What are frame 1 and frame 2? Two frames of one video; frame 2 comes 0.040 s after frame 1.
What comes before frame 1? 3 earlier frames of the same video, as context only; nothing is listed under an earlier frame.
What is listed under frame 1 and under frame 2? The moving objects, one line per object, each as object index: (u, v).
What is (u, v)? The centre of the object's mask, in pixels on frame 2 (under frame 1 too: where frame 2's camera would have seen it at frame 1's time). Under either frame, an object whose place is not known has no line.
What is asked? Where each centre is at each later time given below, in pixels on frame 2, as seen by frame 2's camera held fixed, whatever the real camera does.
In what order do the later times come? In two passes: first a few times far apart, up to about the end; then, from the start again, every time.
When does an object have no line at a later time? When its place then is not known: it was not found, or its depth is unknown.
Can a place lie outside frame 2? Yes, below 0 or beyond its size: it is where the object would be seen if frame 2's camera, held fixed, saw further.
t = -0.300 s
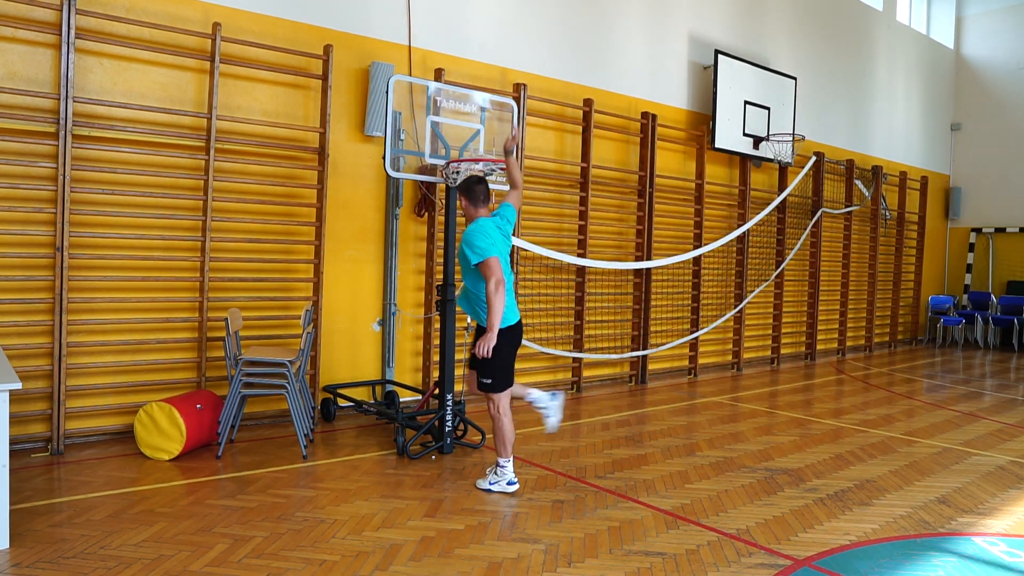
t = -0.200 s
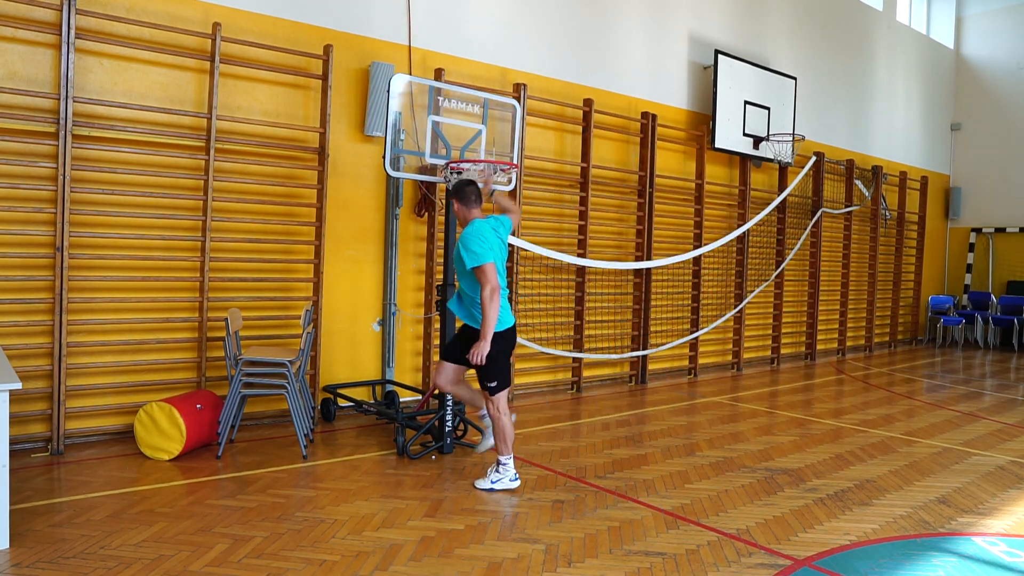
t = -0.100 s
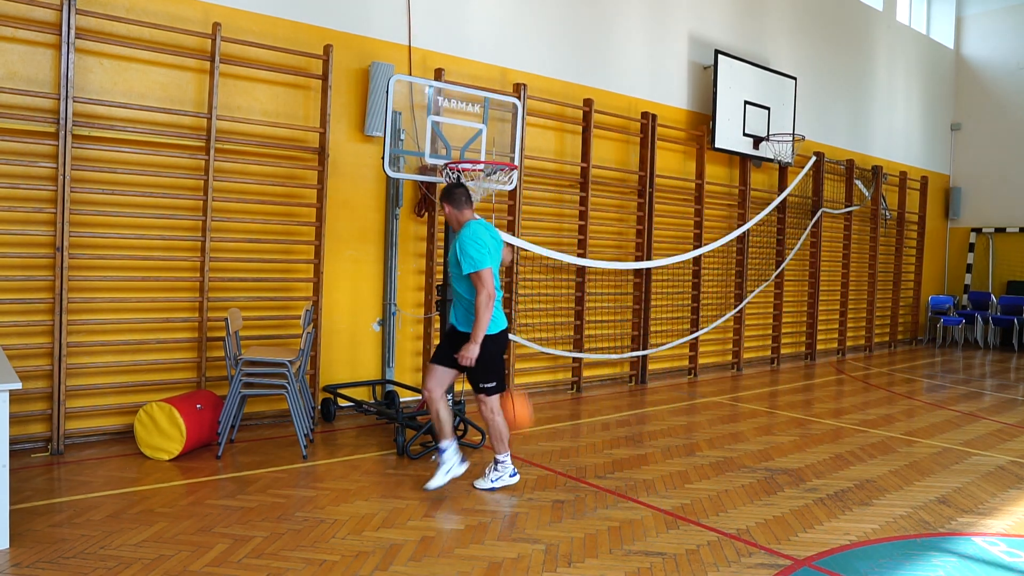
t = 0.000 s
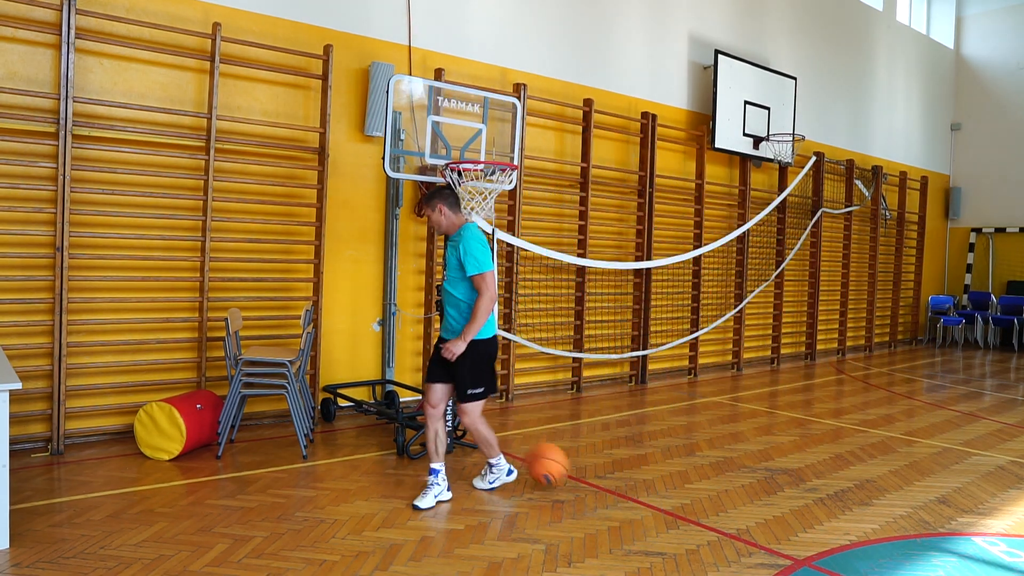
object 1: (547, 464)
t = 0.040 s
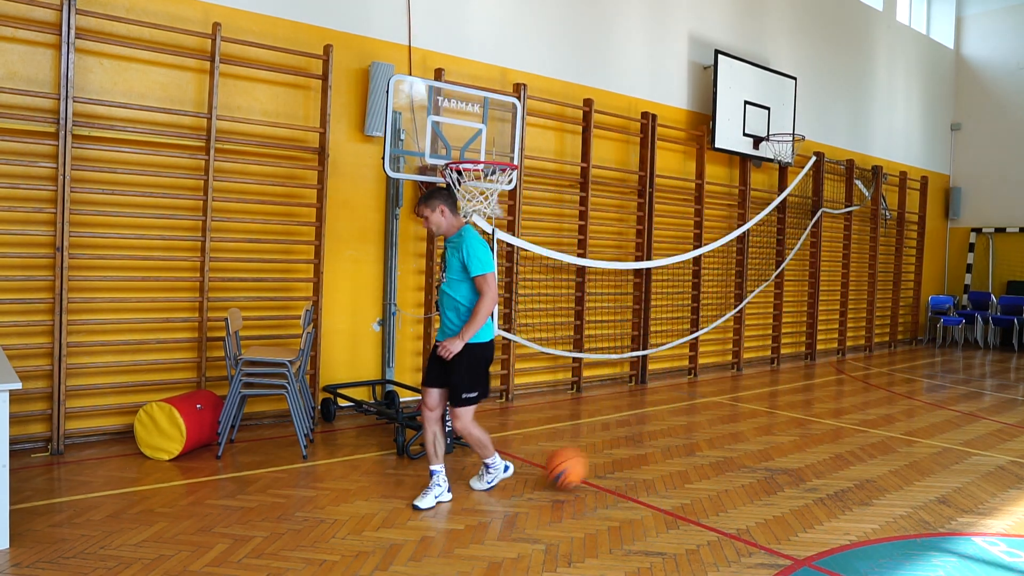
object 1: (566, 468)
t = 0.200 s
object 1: (644, 445)
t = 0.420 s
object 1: (745, 462)
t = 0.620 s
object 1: (831, 455)
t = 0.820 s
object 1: (913, 454)
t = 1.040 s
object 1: (999, 456)
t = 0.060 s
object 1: (576, 462)
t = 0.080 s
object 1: (586, 458)
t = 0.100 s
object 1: (596, 454)
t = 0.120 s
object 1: (606, 451)
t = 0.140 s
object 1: (616, 449)
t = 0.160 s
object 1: (626, 447)
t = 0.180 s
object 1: (635, 446)
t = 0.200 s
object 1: (644, 445)
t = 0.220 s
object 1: (654, 445)
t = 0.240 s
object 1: (663, 445)
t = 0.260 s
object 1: (672, 447)
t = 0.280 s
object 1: (681, 449)
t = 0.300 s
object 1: (690, 451)
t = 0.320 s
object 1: (699, 455)
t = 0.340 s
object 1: (708, 459)
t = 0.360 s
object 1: (717, 463)
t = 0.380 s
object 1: (726, 469)
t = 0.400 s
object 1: (735, 467)
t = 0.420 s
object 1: (745, 462)
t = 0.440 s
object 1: (753, 459)
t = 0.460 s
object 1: (763, 455)
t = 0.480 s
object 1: (771, 454)
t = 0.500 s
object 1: (780, 452)
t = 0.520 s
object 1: (788, 450)
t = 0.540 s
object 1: (797, 450)
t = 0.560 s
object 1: (806, 450)
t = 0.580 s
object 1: (814, 451)
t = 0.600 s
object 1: (822, 452)
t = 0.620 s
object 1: (831, 455)
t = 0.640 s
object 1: (839, 457)
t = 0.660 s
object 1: (847, 461)
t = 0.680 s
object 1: (855, 464)
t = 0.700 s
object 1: (863, 467)
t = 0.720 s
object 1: (872, 464)
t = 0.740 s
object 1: (880, 460)
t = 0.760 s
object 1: (889, 458)
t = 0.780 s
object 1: (897, 456)
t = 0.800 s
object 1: (905, 455)
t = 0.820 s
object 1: (913, 454)
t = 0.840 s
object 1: (921, 454)
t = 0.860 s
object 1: (929, 455)
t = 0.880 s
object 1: (936, 456)
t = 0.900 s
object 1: (944, 458)
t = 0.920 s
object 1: (952, 461)
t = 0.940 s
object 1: (959, 464)
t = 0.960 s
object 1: (967, 466)
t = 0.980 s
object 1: (975, 463)
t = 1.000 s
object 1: (983, 460)
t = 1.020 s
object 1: (991, 458)
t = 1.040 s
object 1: (999, 456)
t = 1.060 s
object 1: (1005, 455)
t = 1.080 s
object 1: (1009, 455)
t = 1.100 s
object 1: (1013, 455)
